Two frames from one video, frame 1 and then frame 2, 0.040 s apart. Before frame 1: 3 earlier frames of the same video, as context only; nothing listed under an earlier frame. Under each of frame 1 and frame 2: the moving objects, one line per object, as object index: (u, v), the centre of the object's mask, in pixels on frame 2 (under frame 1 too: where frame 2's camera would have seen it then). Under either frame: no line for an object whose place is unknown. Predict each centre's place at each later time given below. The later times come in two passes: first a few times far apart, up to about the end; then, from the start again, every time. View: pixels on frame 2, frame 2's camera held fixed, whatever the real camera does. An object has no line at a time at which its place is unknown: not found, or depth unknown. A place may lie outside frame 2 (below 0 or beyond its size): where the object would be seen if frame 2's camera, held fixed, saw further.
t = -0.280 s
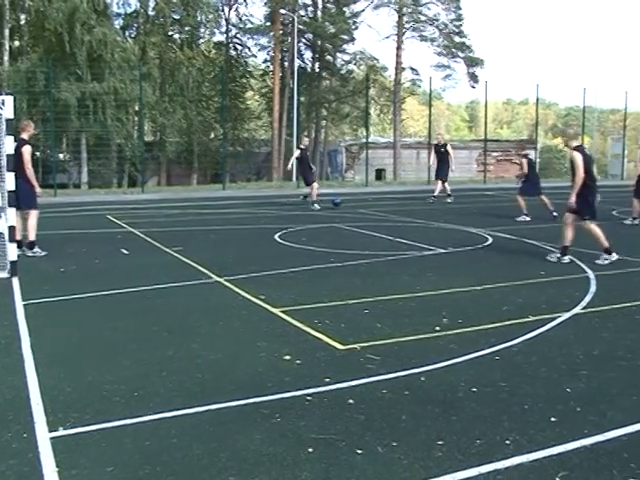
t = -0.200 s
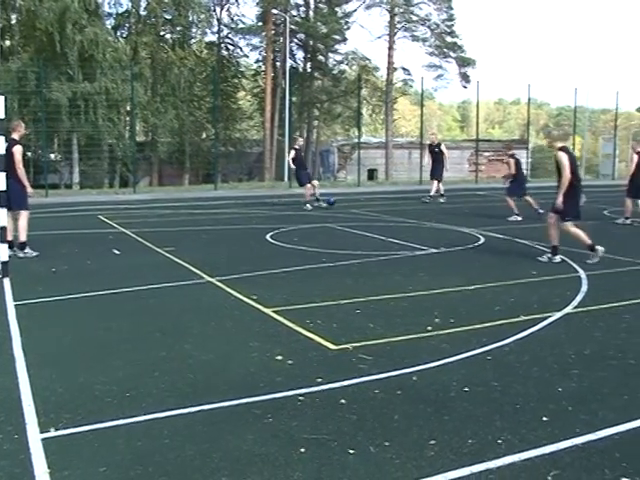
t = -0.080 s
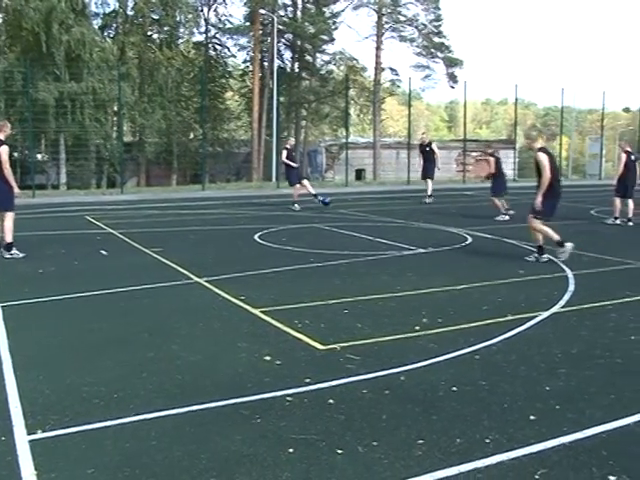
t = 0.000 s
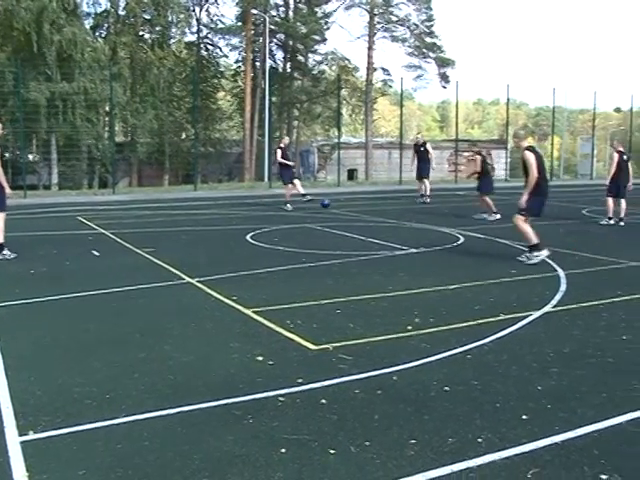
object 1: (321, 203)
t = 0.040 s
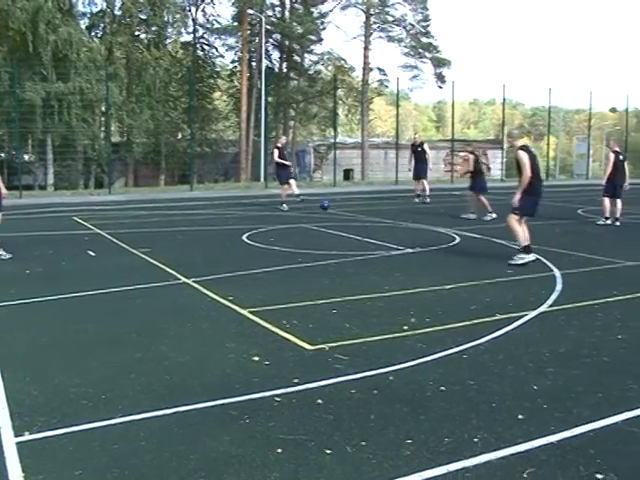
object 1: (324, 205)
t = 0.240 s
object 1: (337, 209)
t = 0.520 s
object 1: (351, 217)
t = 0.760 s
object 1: (365, 222)
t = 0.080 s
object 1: (328, 208)
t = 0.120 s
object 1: (330, 211)
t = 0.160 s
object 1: (332, 210)
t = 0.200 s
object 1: (334, 209)
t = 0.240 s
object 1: (337, 209)
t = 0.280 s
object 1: (339, 209)
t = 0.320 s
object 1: (340, 211)
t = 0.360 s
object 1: (343, 213)
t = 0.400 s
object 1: (345, 215)
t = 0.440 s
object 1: (347, 218)
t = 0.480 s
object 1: (349, 217)
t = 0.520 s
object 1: (351, 217)
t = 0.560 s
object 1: (353, 217)
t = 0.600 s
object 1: (356, 217)
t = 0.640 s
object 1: (358, 221)
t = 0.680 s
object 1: (360, 222)
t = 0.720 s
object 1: (362, 222)
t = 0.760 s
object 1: (365, 222)
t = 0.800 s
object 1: (368, 223)
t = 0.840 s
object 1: (371, 226)
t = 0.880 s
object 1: (373, 228)
